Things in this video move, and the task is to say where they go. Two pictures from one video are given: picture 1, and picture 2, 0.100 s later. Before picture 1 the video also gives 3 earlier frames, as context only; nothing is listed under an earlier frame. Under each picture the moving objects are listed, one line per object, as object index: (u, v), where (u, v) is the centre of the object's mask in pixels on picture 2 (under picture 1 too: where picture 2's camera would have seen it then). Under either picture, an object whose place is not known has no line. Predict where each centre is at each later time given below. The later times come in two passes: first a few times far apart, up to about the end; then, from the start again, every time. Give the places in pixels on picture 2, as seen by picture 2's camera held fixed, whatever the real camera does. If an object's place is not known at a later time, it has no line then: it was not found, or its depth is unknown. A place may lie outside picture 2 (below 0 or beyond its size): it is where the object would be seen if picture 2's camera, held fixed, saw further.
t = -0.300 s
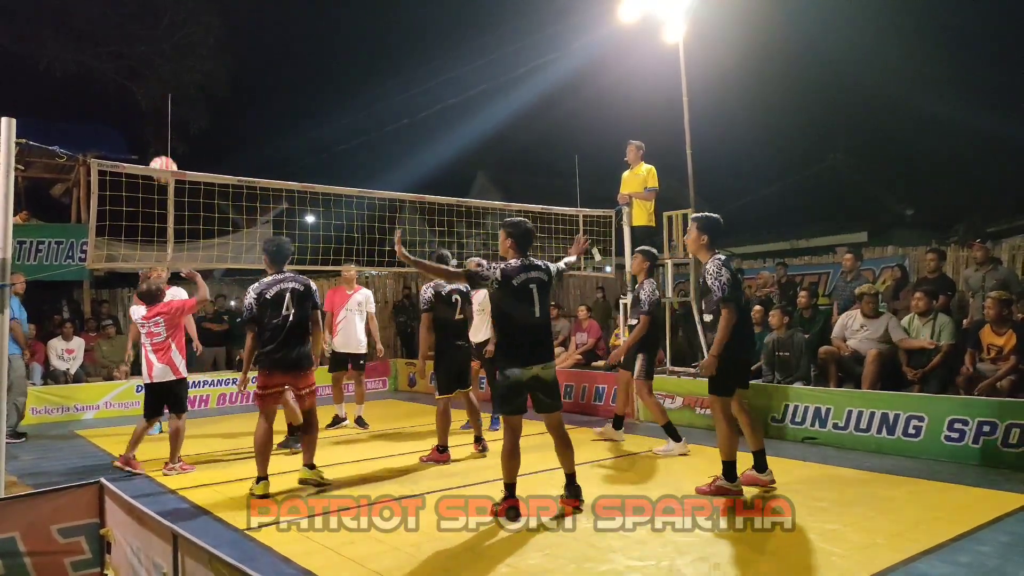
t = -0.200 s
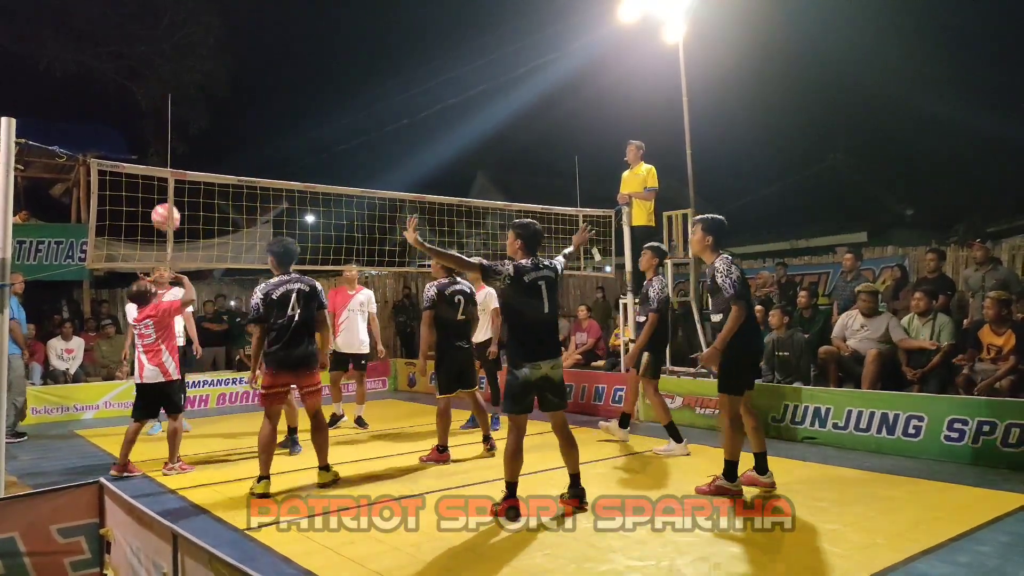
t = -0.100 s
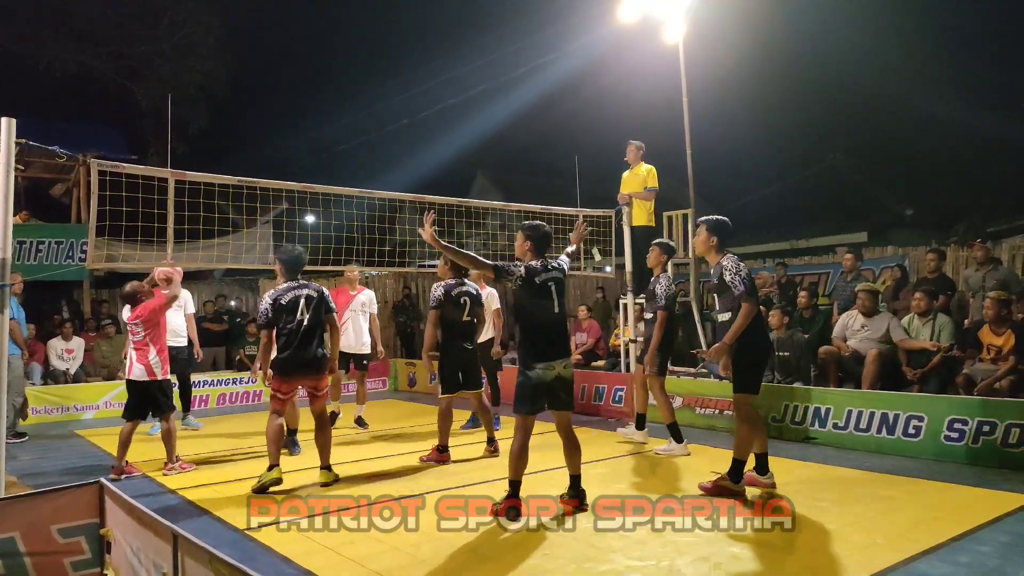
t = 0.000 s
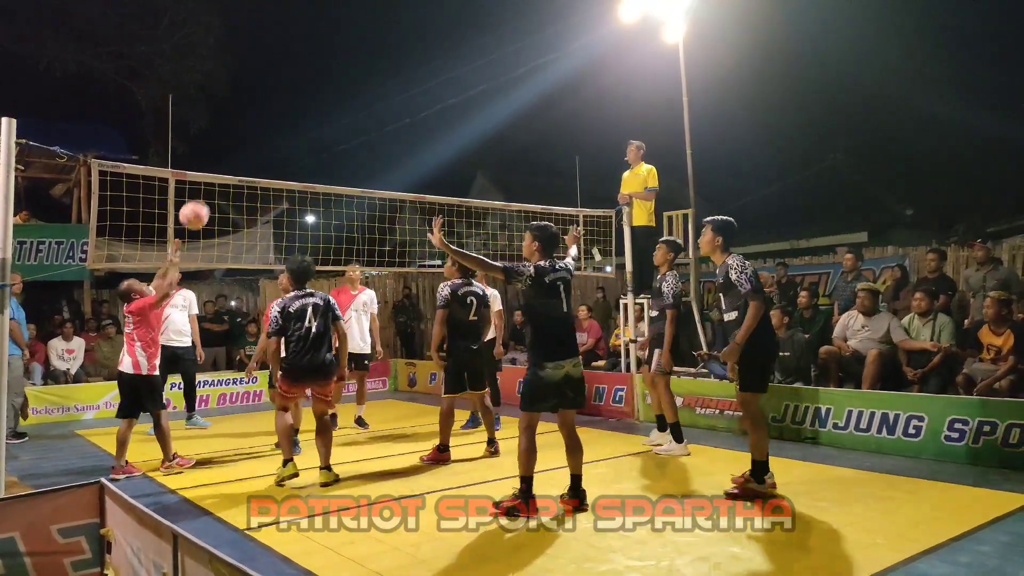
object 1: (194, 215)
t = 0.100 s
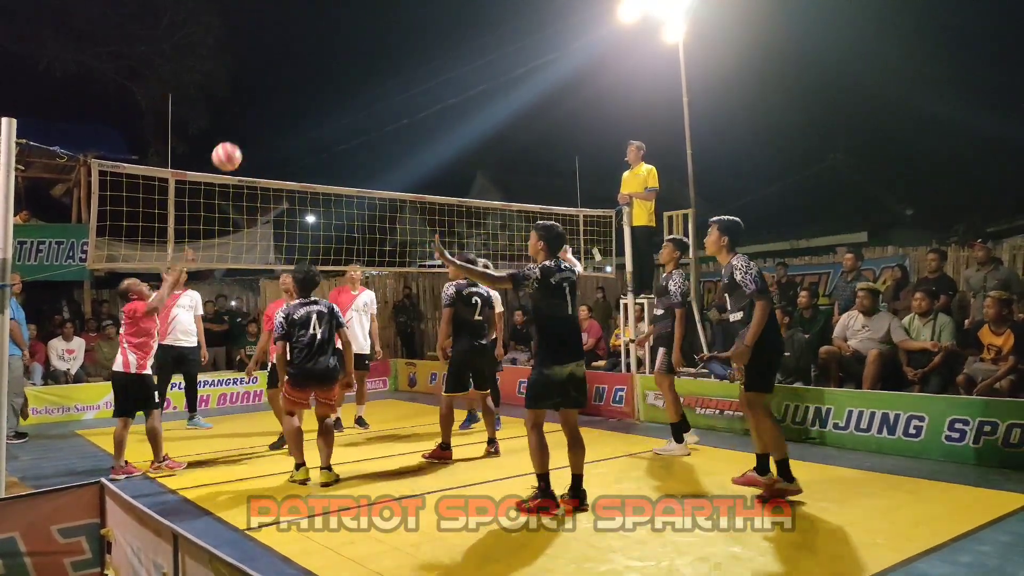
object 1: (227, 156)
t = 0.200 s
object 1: (257, 111)
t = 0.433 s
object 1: (328, 53)
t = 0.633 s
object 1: (390, 56)
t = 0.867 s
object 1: (463, 123)
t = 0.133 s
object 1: (237, 140)
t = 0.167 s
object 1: (247, 125)
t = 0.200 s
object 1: (257, 111)
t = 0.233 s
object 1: (267, 99)
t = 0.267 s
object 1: (277, 88)
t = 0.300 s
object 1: (288, 78)
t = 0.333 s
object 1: (298, 70)
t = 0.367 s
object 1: (307, 63)
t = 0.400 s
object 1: (318, 57)
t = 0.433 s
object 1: (328, 53)
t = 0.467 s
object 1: (338, 50)
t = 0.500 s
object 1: (349, 48)
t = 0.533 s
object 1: (359, 48)
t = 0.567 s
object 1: (369, 49)
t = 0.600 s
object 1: (380, 52)
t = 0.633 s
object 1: (390, 56)
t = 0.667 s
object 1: (401, 61)
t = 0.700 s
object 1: (411, 68)
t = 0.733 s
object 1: (422, 76)
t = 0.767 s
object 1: (432, 86)
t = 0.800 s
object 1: (443, 97)
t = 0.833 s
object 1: (453, 109)
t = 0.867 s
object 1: (463, 123)
